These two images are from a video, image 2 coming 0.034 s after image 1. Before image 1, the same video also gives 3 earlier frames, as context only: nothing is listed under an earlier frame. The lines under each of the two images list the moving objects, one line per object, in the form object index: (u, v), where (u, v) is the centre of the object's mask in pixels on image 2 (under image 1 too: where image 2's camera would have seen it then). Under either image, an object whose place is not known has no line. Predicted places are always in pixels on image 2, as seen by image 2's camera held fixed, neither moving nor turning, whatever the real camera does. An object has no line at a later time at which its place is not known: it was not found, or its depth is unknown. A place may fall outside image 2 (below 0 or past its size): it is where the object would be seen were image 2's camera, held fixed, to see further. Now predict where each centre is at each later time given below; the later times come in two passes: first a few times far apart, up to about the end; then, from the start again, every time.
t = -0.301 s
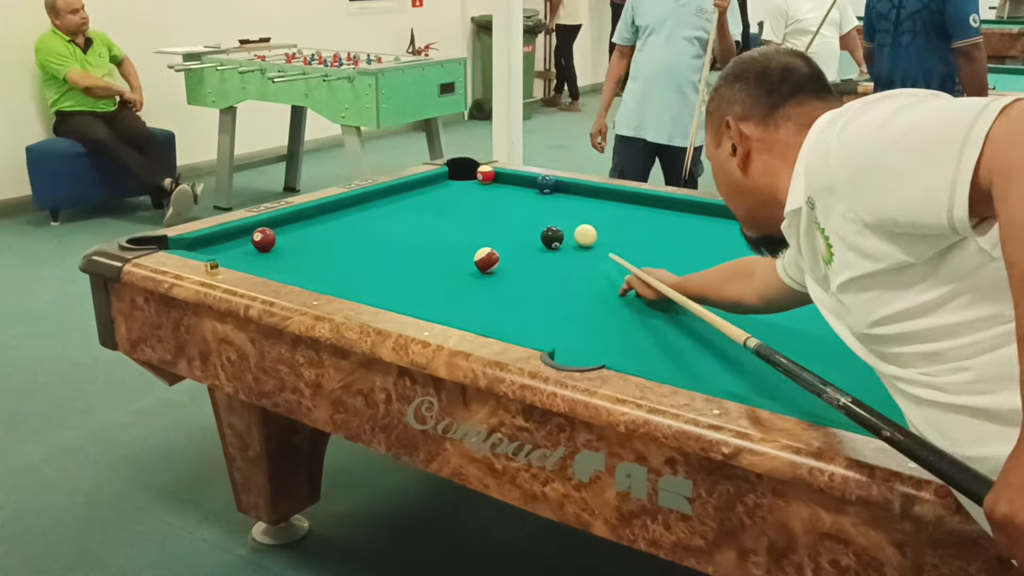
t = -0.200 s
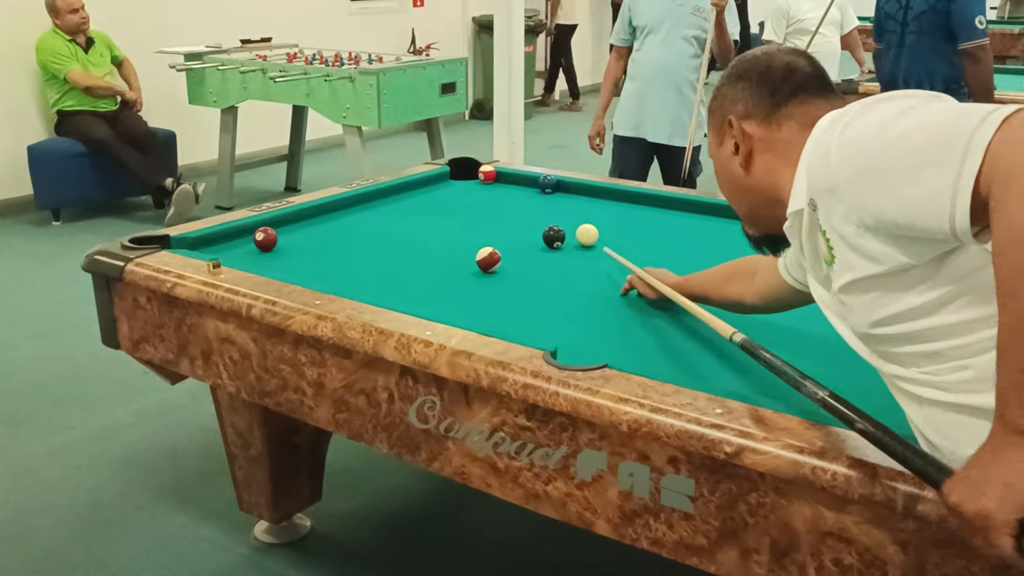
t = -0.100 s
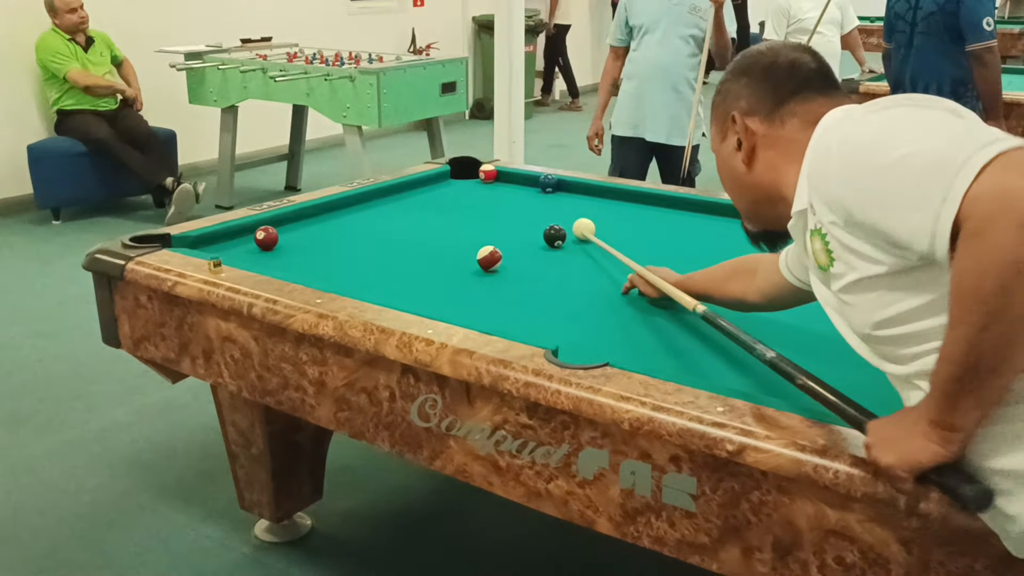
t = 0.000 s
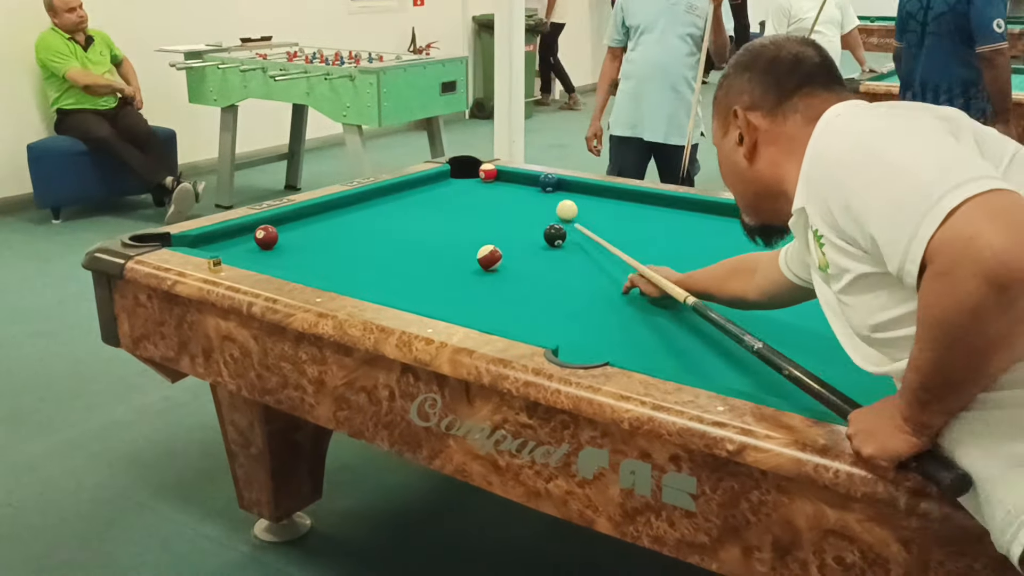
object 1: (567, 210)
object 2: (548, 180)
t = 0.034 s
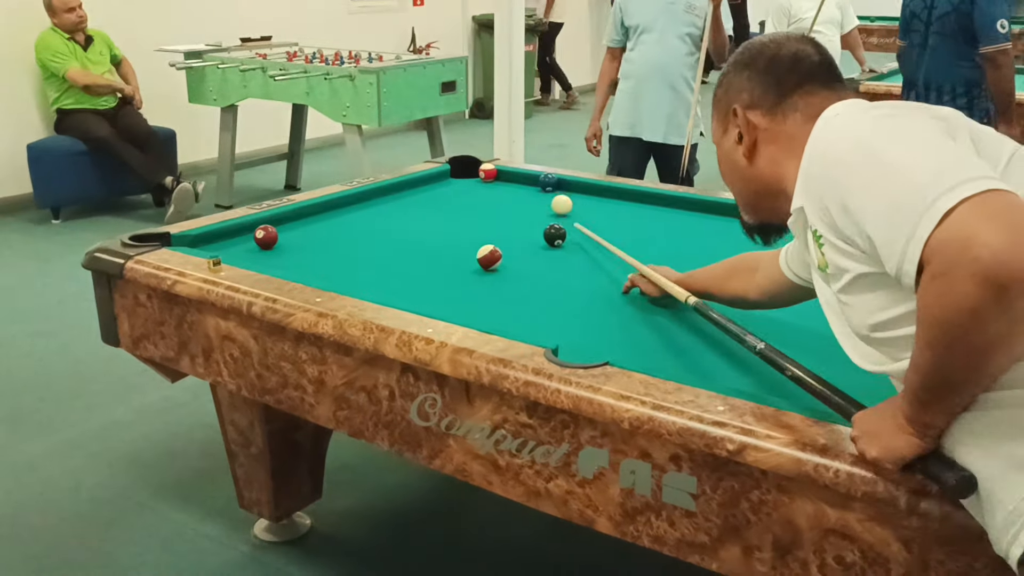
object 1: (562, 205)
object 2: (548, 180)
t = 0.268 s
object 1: (518, 184)
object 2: (543, 181)
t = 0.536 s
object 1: (442, 180)
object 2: (523, 186)
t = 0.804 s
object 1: (432, 187)
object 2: (503, 188)
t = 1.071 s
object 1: (440, 198)
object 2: (484, 193)
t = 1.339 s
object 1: (449, 209)
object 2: (467, 196)
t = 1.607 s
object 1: (457, 220)
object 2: (452, 199)
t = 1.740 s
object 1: (462, 226)
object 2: (444, 200)
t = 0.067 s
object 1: (557, 200)
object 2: (548, 180)
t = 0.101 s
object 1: (553, 196)
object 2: (548, 180)
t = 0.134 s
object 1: (549, 192)
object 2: (548, 178)
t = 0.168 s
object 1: (545, 188)
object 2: (550, 177)
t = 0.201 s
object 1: (540, 185)
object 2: (552, 178)
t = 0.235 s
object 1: (530, 185)
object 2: (547, 180)
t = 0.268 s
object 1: (518, 184)
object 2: (543, 181)
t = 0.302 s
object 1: (508, 184)
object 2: (540, 182)
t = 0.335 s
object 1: (498, 184)
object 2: (538, 183)
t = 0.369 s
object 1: (488, 183)
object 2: (536, 183)
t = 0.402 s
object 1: (479, 182)
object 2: (533, 184)
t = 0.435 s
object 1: (470, 182)
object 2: (530, 184)
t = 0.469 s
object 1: (460, 181)
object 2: (528, 185)
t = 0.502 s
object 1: (451, 181)
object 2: (525, 185)
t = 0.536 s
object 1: (442, 180)
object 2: (523, 186)
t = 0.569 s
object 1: (433, 180)
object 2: (520, 186)
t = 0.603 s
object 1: (427, 179)
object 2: (518, 187)
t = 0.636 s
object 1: (428, 181)
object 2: (515, 187)
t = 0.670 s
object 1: (429, 182)
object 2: (513, 188)
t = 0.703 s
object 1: (429, 184)
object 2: (510, 188)
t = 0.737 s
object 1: (430, 185)
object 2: (508, 189)
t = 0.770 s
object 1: (431, 186)
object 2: (505, 188)
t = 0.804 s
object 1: (432, 187)
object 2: (503, 188)
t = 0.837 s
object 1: (433, 188)
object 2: (500, 189)
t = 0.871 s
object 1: (434, 190)
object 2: (498, 189)
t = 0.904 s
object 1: (435, 191)
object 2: (496, 190)
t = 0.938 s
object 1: (436, 192)
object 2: (493, 191)
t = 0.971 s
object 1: (437, 194)
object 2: (491, 191)
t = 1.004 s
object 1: (438, 195)
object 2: (489, 192)
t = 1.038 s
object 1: (439, 197)
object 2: (486, 192)
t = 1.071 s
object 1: (440, 198)
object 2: (484, 193)
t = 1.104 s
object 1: (441, 200)
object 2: (482, 194)
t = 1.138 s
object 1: (442, 201)
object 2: (480, 194)
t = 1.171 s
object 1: (443, 202)
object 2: (478, 194)
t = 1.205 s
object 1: (444, 203)
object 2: (475, 194)
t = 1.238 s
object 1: (445, 205)
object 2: (473, 194)
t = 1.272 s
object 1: (446, 206)
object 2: (471, 195)
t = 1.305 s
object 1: (448, 208)
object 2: (469, 195)
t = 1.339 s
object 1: (449, 209)
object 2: (467, 196)
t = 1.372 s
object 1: (450, 211)
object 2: (465, 196)
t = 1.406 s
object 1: (451, 212)
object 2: (463, 196)
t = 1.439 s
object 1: (452, 213)
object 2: (461, 196)
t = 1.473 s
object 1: (453, 215)
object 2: (459, 196)
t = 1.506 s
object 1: (454, 216)
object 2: (457, 197)
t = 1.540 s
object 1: (455, 217)
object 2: (455, 197)
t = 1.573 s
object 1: (456, 219)
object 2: (453, 198)
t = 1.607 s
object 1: (457, 220)
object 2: (452, 199)
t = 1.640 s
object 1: (459, 221)
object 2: (450, 199)
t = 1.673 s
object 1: (460, 223)
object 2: (448, 199)
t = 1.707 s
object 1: (461, 225)
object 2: (446, 199)
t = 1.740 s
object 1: (462, 226)
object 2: (444, 200)
